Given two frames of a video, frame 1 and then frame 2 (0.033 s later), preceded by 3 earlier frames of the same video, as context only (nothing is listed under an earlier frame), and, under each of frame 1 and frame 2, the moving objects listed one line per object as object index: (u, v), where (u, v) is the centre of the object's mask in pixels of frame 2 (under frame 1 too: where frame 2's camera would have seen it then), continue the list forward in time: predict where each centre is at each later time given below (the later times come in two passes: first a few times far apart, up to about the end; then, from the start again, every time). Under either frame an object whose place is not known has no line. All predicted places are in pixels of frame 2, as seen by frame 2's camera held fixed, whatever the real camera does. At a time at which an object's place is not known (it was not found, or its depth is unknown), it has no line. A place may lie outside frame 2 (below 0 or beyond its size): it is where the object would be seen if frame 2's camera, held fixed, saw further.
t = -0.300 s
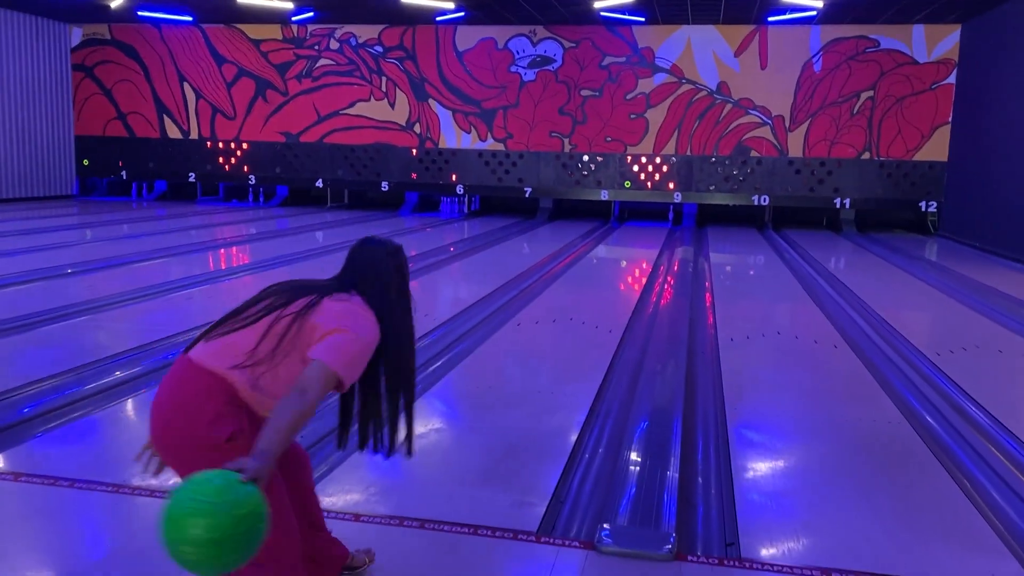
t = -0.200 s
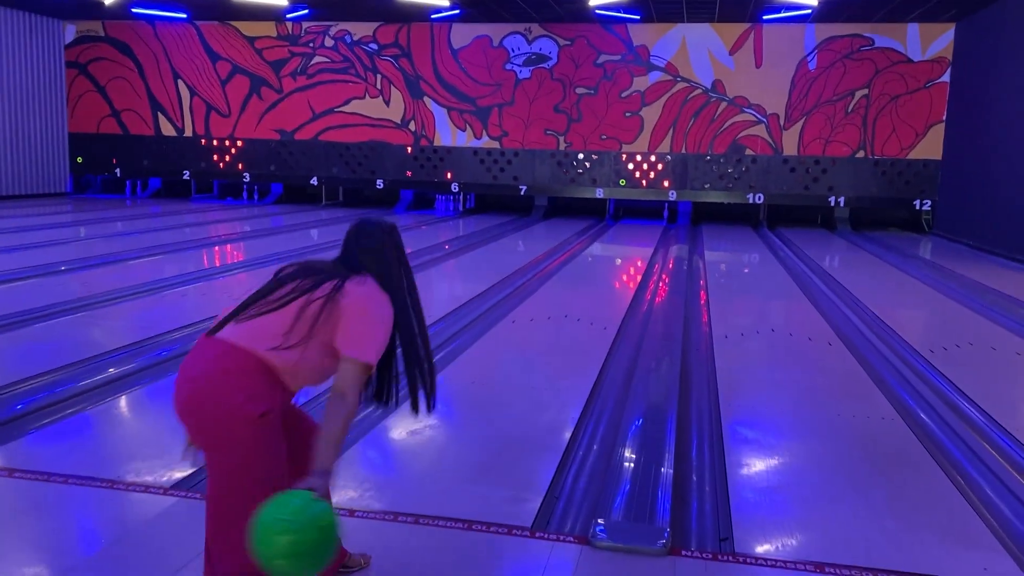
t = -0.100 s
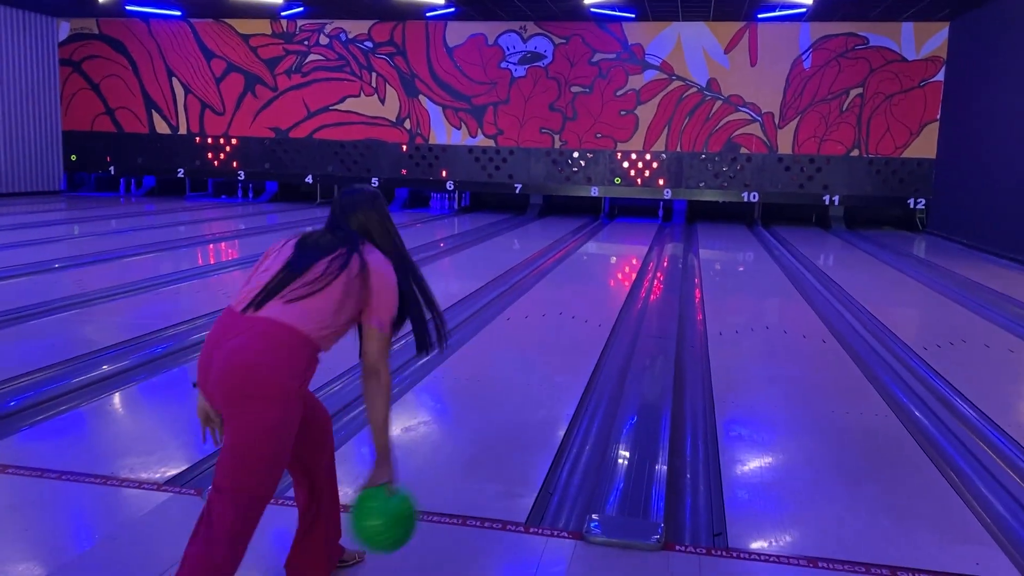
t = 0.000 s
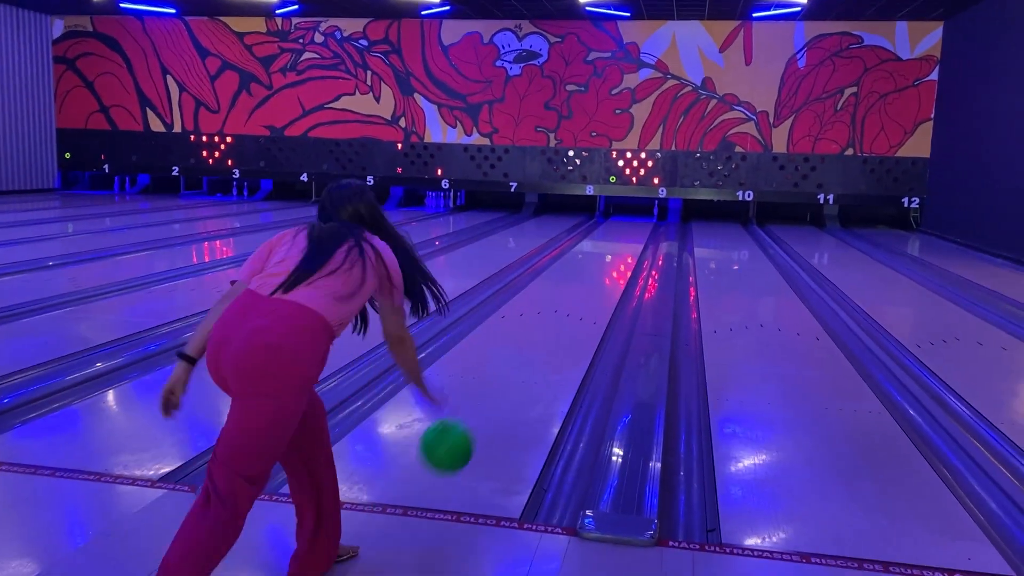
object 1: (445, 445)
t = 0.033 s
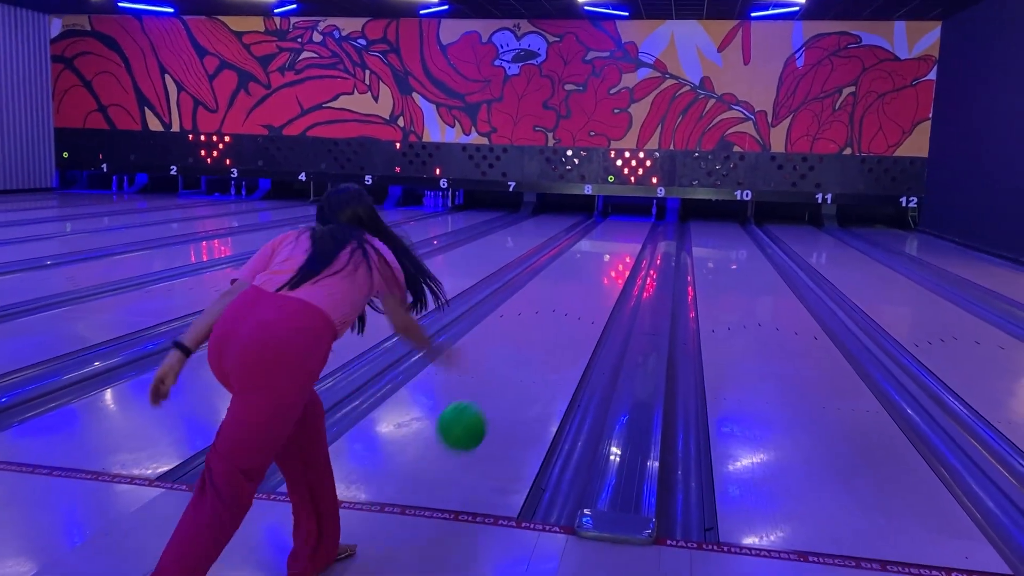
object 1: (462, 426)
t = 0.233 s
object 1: (527, 380)
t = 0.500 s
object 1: (574, 319)
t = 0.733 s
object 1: (597, 288)
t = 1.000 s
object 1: (615, 265)
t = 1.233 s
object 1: (626, 251)
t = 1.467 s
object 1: (635, 241)
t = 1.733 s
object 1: (643, 232)
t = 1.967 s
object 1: (648, 225)
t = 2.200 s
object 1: (653, 220)
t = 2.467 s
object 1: (660, 216)
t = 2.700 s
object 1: (655, 210)
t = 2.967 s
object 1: (657, 215)
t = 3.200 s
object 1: (662, 215)
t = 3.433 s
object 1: (660, 216)
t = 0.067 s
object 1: (476, 412)
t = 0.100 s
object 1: (489, 403)
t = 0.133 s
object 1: (500, 396)
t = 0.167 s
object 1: (510, 392)
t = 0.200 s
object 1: (519, 390)
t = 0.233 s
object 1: (527, 380)
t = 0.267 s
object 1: (535, 370)
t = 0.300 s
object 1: (542, 362)
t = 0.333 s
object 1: (548, 353)
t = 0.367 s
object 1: (554, 345)
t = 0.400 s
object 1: (559, 338)
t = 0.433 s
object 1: (565, 331)
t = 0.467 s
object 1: (569, 325)
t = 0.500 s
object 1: (574, 319)
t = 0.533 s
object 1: (577, 314)
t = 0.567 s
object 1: (581, 309)
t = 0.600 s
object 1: (585, 304)
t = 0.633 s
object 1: (588, 300)
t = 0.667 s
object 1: (591, 296)
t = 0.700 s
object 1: (594, 292)
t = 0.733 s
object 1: (597, 288)
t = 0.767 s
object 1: (600, 285)
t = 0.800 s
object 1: (602, 282)
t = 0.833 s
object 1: (604, 279)
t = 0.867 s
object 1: (607, 276)
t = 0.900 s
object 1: (609, 273)
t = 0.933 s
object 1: (611, 270)
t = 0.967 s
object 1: (613, 268)
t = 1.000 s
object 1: (615, 265)
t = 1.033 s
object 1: (617, 263)
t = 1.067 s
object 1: (618, 261)
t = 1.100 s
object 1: (620, 259)
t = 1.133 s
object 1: (622, 257)
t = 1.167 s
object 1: (623, 255)
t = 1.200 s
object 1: (625, 253)
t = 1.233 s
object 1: (626, 251)
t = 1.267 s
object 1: (628, 250)
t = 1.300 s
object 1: (629, 248)
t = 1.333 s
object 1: (630, 246)
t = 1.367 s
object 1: (631, 245)
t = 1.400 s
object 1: (632, 244)
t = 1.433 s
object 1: (634, 242)
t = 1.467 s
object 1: (635, 241)
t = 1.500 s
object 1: (636, 240)
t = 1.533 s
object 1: (637, 238)
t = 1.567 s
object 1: (638, 237)
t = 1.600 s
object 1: (639, 236)
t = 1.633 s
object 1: (640, 235)
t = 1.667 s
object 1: (641, 234)
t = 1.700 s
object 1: (642, 233)
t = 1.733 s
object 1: (643, 232)
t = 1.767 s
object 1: (643, 230)
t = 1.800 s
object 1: (644, 229)
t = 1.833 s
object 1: (645, 228)
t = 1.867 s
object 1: (646, 228)
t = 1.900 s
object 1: (646, 227)
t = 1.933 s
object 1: (647, 226)
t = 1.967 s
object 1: (648, 225)
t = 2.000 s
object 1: (649, 224)
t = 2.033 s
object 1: (649, 223)
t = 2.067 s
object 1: (650, 223)
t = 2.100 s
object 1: (651, 222)
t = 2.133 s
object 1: (651, 221)
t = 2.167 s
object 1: (652, 220)
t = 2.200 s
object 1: (653, 220)
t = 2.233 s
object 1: (654, 220)
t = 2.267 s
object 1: (656, 220)
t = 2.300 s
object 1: (657, 220)
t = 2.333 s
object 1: (658, 220)
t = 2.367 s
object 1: (659, 219)
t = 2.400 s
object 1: (659, 218)
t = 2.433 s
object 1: (660, 217)
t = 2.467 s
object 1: (660, 216)
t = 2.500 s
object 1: (659, 216)
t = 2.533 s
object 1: (658, 215)
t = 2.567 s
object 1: (657, 213)
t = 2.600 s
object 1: (657, 212)
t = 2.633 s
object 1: (656, 211)
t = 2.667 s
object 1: (656, 211)
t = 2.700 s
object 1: (655, 210)
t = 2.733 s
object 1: (655, 210)
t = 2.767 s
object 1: (655, 210)
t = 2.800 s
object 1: (655, 210)
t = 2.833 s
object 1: (655, 211)
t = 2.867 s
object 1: (656, 211)
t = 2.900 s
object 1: (656, 213)
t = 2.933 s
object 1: (656, 214)
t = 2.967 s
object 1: (657, 215)
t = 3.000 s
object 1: (657, 215)
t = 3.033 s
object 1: (658, 215)
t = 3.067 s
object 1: (657, 214)
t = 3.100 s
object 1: (659, 215)
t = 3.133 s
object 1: (660, 216)
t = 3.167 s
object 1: (661, 216)
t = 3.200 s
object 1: (662, 215)
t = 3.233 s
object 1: (662, 215)
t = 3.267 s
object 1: (662, 215)
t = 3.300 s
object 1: (661, 215)
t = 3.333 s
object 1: (662, 216)
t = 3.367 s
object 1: (661, 216)
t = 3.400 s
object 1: (661, 216)
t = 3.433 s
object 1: (660, 216)
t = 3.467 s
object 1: (660, 216)
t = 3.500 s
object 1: (660, 217)
